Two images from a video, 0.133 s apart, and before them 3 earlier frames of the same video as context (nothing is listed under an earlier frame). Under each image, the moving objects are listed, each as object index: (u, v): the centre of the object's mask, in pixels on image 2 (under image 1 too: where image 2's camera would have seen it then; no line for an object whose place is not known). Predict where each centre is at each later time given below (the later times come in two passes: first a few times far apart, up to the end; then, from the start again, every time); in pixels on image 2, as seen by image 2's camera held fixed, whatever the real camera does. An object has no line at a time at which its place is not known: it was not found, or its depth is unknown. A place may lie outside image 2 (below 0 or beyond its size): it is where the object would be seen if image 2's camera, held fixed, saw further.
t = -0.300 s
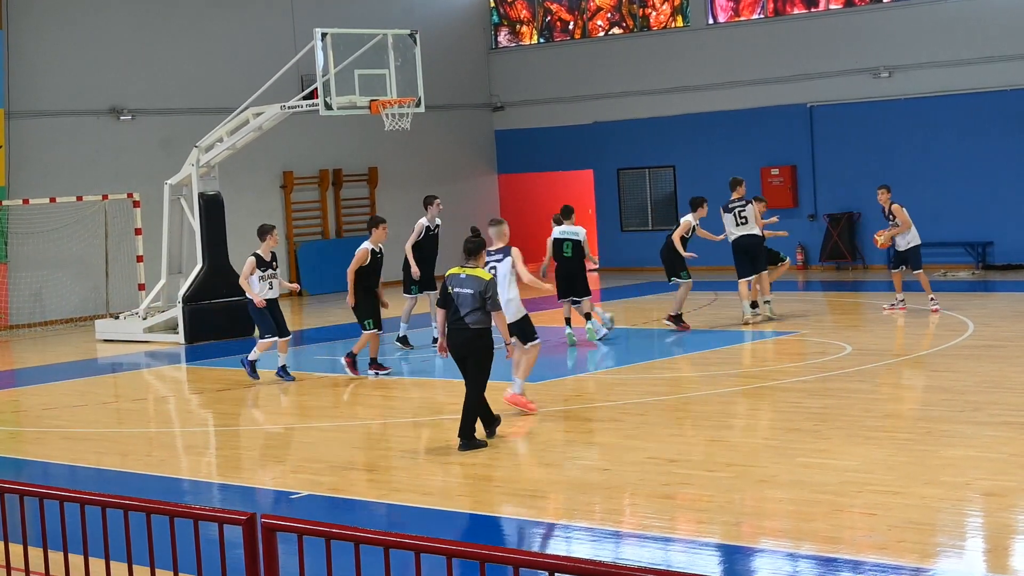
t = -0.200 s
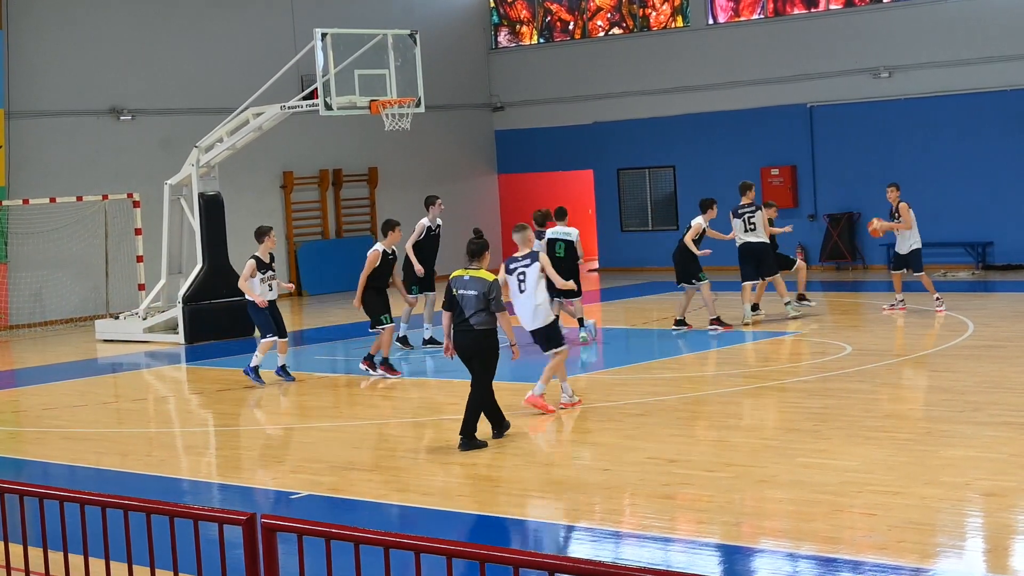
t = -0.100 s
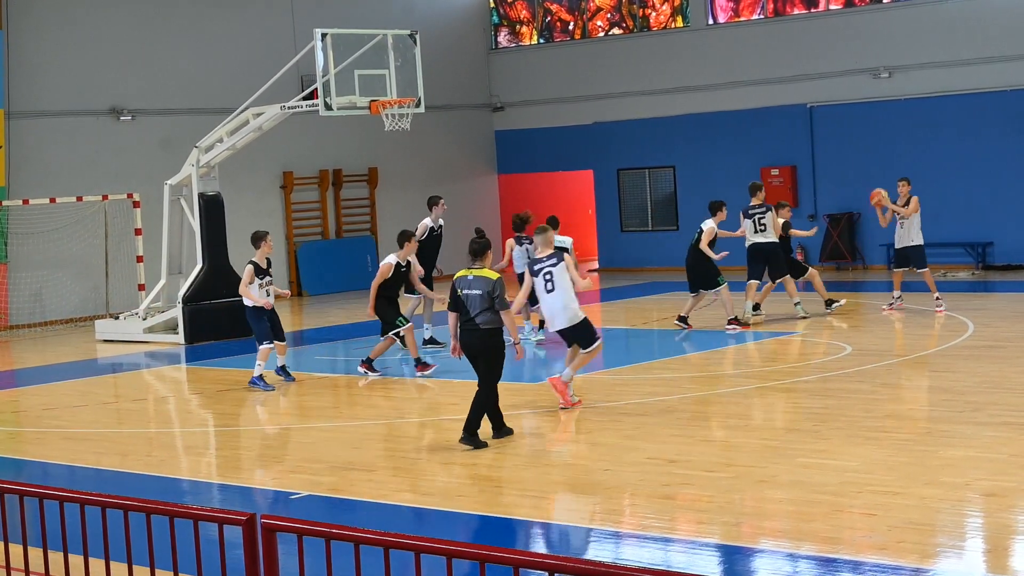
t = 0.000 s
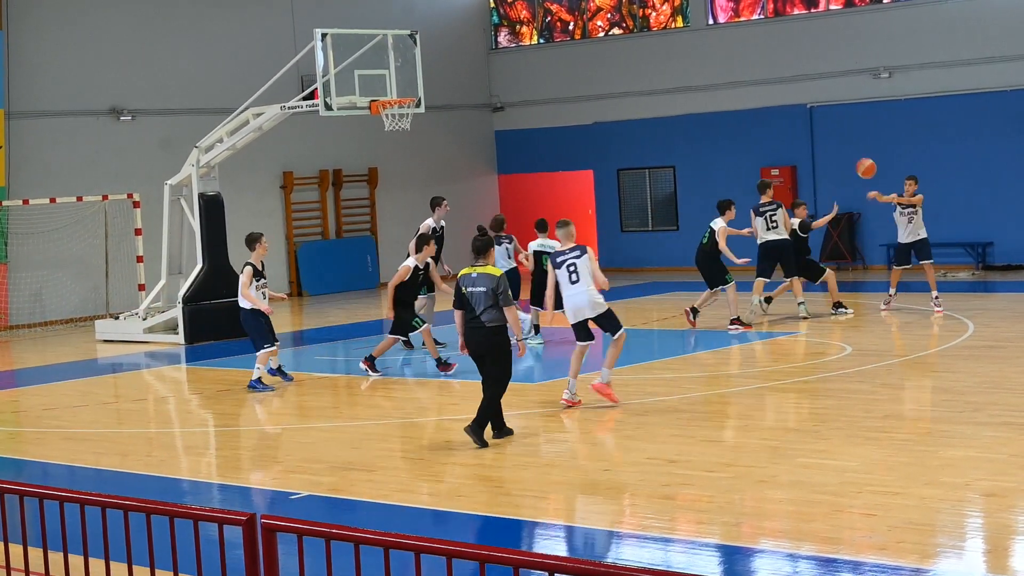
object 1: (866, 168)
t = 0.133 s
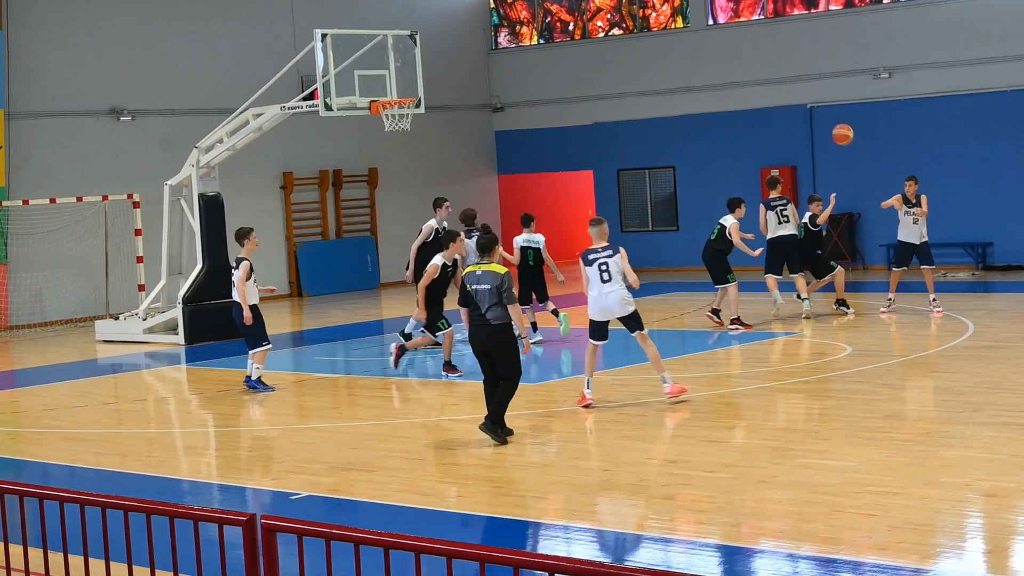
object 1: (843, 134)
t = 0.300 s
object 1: (811, 108)
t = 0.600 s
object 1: (746, 115)
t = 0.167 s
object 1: (837, 128)
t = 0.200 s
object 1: (830, 122)
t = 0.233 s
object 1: (824, 116)
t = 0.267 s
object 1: (818, 112)
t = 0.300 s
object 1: (811, 108)
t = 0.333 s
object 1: (805, 105)
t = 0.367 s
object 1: (798, 103)
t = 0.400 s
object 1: (791, 102)
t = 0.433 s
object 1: (784, 102)
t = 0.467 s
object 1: (777, 102)
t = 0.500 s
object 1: (769, 104)
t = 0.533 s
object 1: (761, 107)
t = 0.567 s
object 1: (753, 111)
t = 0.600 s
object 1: (746, 115)
